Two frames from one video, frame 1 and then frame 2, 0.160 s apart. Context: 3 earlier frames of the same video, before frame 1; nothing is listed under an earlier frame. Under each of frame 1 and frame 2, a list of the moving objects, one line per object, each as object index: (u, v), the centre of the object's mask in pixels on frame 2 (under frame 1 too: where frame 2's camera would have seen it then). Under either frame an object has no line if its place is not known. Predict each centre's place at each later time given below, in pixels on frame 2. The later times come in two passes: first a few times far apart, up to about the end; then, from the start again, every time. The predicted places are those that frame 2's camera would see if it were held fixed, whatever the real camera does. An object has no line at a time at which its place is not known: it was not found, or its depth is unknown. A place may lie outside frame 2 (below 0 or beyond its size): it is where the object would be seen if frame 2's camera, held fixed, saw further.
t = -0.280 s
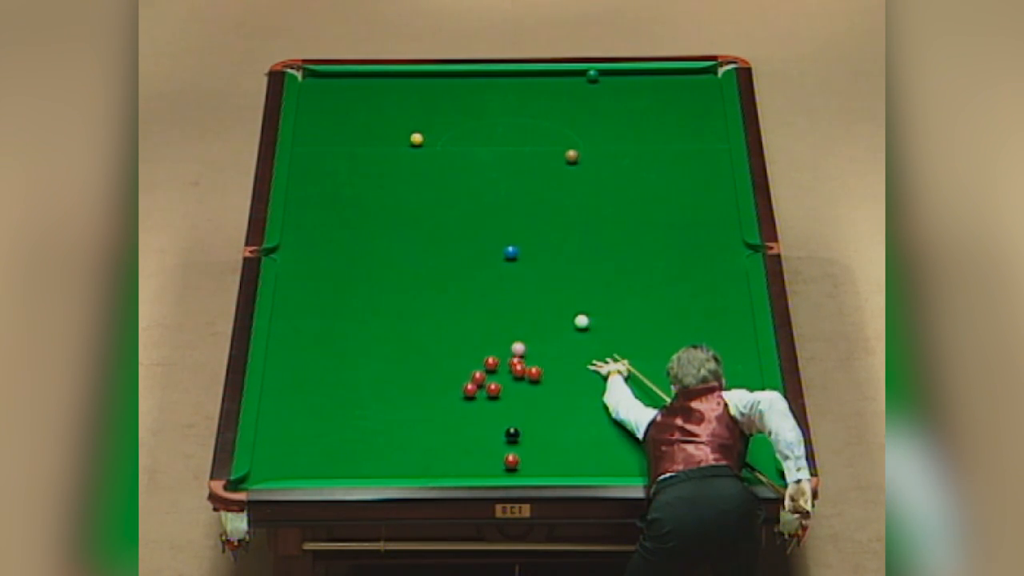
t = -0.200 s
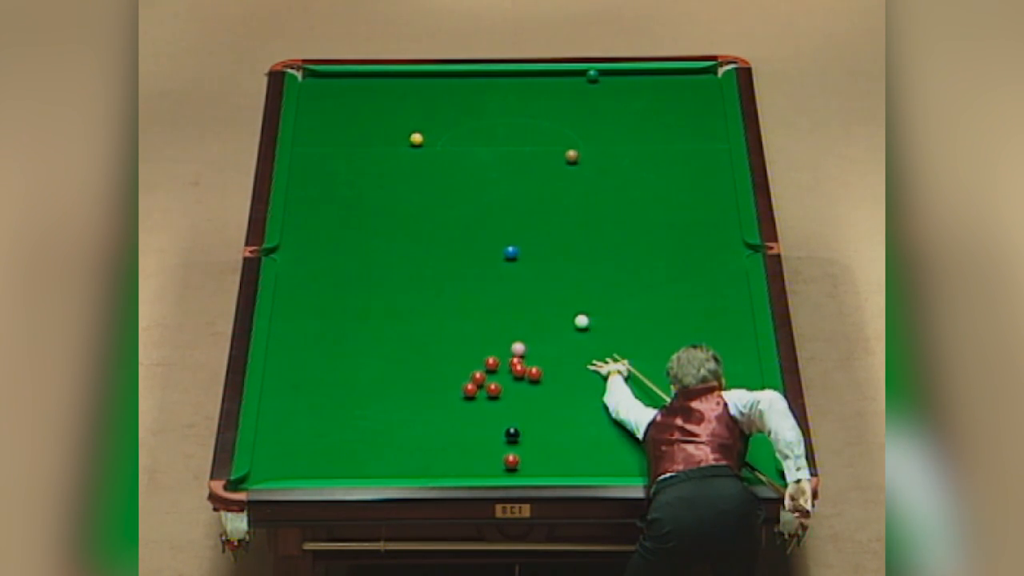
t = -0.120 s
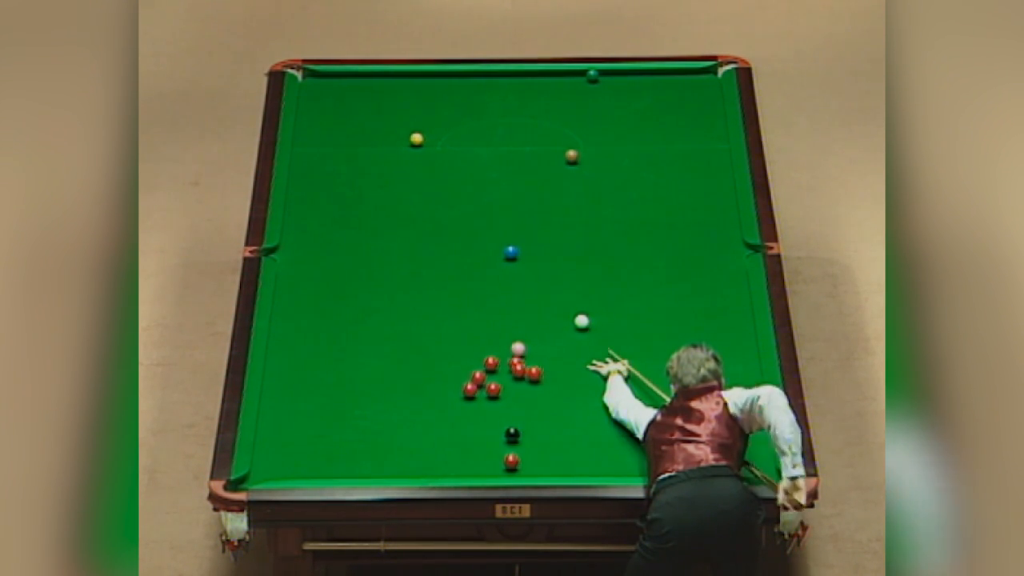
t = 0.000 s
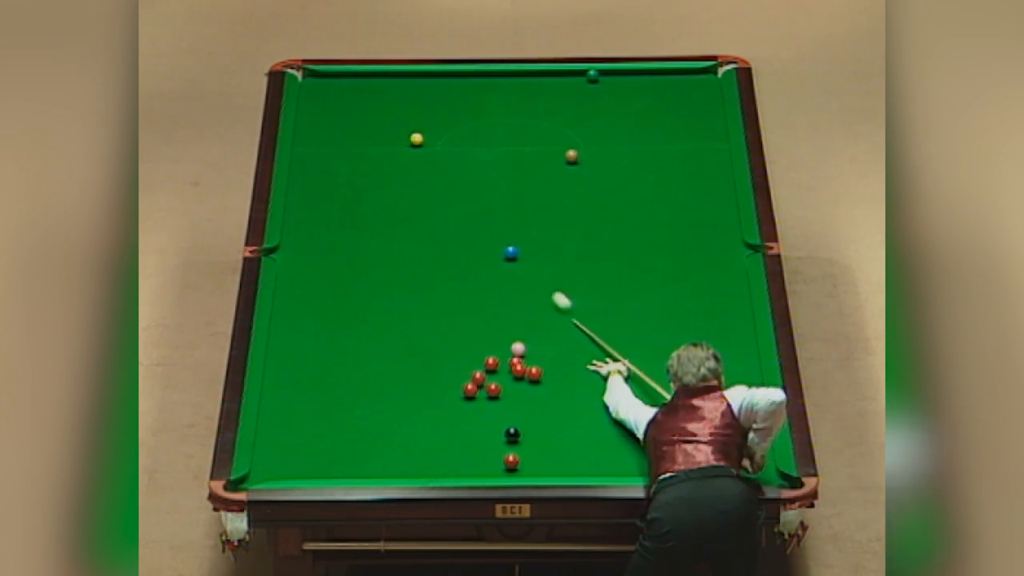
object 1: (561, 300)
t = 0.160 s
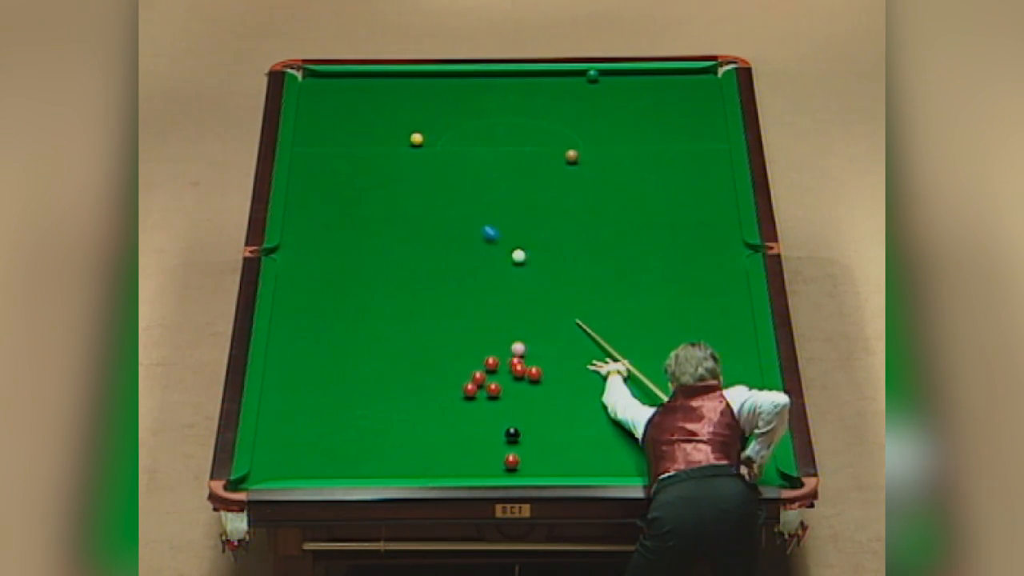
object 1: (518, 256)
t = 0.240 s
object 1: (522, 256)
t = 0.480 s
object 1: (542, 266)
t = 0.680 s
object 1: (564, 281)
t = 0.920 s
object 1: (590, 298)
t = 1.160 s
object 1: (616, 316)
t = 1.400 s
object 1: (641, 333)
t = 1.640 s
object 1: (666, 349)
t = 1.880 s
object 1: (691, 365)
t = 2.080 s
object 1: (711, 378)
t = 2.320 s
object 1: (735, 394)
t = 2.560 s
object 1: (759, 409)
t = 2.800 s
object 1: (751, 421)
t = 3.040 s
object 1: (741, 433)
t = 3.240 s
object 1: (734, 441)
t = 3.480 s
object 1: (725, 451)
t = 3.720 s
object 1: (716, 461)
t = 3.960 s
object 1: (709, 468)
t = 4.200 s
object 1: (701, 472)
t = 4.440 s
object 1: (695, 468)
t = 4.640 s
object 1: (691, 465)
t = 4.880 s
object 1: (686, 462)
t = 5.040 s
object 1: (684, 461)
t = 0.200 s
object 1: (520, 255)
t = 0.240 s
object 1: (522, 256)
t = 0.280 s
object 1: (525, 257)
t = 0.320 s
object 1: (528, 258)
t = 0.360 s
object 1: (531, 259)
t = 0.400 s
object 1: (534, 261)
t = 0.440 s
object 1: (538, 264)
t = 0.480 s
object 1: (542, 266)
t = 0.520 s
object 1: (547, 269)
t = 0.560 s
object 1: (551, 272)
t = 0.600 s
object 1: (555, 275)
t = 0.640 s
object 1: (560, 278)
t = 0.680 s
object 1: (564, 281)
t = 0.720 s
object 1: (568, 284)
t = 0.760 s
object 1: (572, 287)
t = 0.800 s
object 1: (577, 290)
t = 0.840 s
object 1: (581, 293)
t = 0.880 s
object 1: (585, 296)
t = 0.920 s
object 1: (590, 298)
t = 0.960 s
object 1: (594, 301)
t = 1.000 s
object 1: (598, 304)
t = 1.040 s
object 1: (603, 307)
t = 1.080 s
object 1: (607, 310)
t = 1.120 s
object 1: (611, 313)
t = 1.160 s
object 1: (616, 316)
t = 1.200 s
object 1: (620, 319)
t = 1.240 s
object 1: (624, 321)
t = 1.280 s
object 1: (628, 324)
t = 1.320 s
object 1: (633, 327)
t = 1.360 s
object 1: (637, 330)
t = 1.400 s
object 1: (641, 333)
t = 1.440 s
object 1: (645, 336)
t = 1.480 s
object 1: (649, 338)
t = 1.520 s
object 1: (654, 341)
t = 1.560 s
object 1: (658, 344)
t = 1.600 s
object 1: (662, 346)
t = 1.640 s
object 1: (666, 349)
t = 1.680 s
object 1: (670, 352)
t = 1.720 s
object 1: (674, 355)
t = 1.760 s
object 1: (679, 358)
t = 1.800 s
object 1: (683, 360)
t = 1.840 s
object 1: (687, 363)
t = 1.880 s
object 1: (691, 365)
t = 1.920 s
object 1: (695, 368)
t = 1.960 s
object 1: (699, 371)
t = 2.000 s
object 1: (703, 373)
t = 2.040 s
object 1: (707, 376)
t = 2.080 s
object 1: (711, 378)
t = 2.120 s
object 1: (715, 381)
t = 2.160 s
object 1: (719, 384)
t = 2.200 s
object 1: (723, 386)
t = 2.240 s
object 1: (727, 389)
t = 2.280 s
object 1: (731, 392)
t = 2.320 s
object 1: (735, 394)
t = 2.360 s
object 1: (739, 397)
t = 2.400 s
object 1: (743, 399)
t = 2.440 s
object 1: (747, 402)
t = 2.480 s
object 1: (751, 404)
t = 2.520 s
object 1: (755, 406)
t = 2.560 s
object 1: (759, 409)
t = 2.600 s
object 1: (759, 411)
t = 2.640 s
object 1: (757, 413)
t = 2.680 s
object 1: (756, 415)
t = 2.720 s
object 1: (754, 417)
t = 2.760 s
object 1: (752, 419)
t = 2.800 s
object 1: (751, 421)
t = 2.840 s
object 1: (749, 423)
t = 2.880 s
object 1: (748, 425)
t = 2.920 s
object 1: (746, 427)
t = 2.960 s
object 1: (744, 429)
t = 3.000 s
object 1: (743, 430)
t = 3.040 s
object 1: (741, 433)
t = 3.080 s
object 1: (740, 434)
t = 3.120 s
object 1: (738, 436)
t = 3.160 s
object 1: (737, 438)
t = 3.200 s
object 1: (735, 440)
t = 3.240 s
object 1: (734, 441)
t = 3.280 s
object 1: (732, 443)
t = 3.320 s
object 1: (731, 445)
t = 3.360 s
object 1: (729, 446)
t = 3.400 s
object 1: (728, 448)
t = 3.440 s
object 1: (726, 449)
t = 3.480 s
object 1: (725, 451)
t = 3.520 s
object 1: (723, 453)
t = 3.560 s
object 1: (722, 454)
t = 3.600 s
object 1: (720, 456)
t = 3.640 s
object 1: (719, 457)
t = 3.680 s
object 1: (718, 459)
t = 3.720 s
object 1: (716, 461)
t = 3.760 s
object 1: (715, 462)
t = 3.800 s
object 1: (714, 463)
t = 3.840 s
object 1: (713, 465)
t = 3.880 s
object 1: (711, 466)
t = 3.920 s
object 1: (710, 467)
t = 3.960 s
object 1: (709, 468)
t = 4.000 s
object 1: (707, 470)
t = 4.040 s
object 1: (706, 471)
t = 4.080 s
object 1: (705, 472)
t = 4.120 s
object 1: (703, 472)
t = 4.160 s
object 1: (702, 472)
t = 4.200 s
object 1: (701, 472)
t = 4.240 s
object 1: (700, 471)
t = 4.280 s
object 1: (699, 470)
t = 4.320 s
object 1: (698, 470)
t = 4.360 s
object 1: (697, 469)
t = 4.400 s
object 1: (696, 468)
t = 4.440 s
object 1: (695, 468)
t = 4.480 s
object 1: (694, 468)
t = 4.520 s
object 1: (693, 467)
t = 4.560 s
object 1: (692, 466)
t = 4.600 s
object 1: (692, 466)
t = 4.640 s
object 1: (691, 465)
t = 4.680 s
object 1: (690, 465)
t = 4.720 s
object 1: (689, 465)
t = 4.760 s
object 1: (689, 464)
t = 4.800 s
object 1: (688, 464)
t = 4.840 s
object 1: (687, 463)
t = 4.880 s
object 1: (686, 462)
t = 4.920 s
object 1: (686, 462)
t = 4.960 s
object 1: (685, 462)
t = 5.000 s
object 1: (684, 461)
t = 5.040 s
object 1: (684, 461)
